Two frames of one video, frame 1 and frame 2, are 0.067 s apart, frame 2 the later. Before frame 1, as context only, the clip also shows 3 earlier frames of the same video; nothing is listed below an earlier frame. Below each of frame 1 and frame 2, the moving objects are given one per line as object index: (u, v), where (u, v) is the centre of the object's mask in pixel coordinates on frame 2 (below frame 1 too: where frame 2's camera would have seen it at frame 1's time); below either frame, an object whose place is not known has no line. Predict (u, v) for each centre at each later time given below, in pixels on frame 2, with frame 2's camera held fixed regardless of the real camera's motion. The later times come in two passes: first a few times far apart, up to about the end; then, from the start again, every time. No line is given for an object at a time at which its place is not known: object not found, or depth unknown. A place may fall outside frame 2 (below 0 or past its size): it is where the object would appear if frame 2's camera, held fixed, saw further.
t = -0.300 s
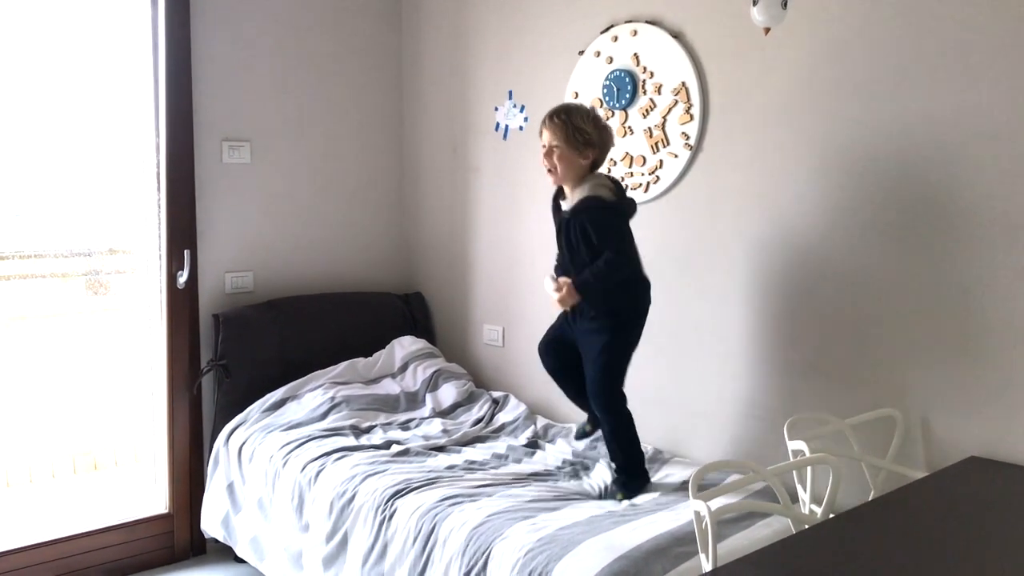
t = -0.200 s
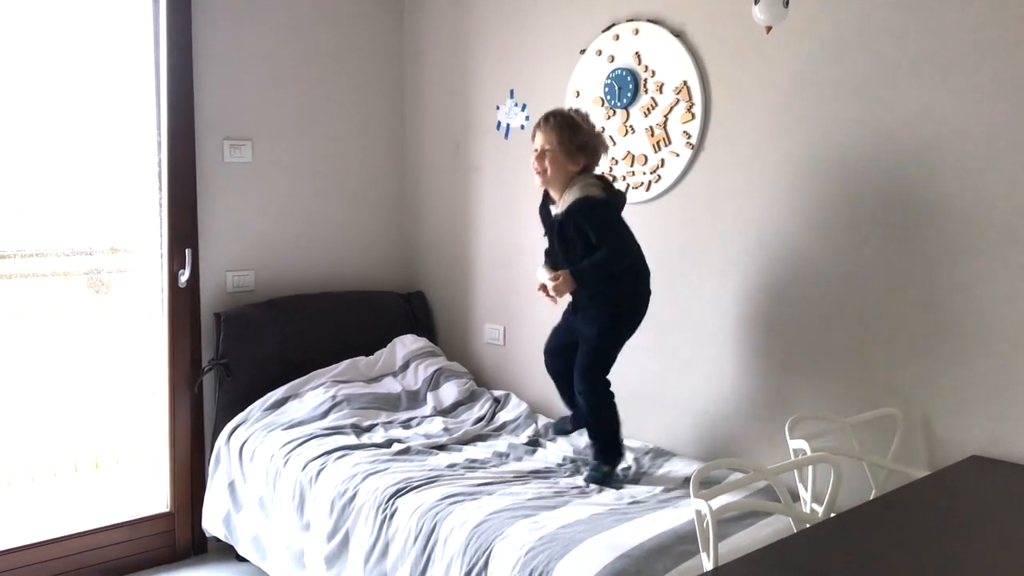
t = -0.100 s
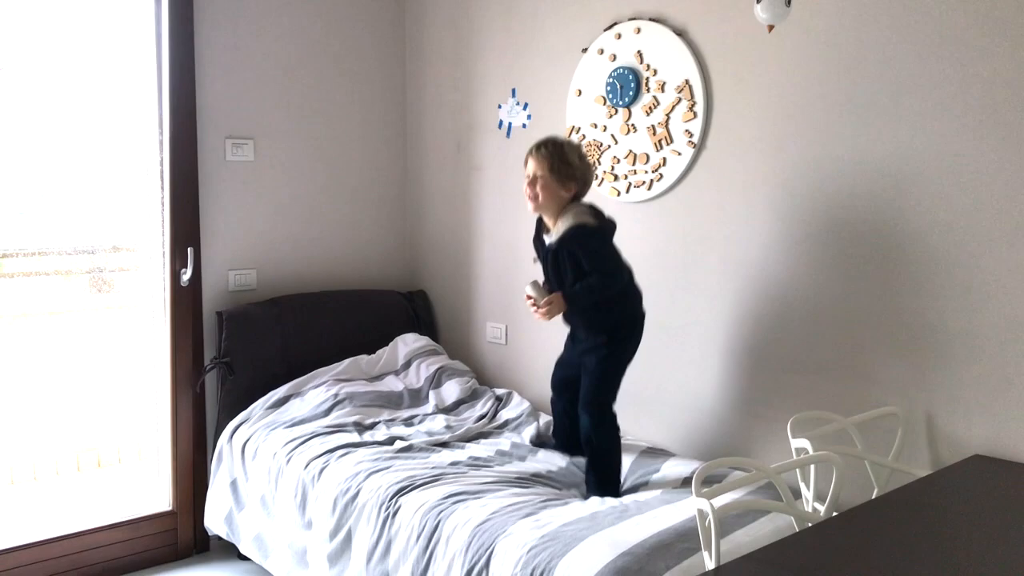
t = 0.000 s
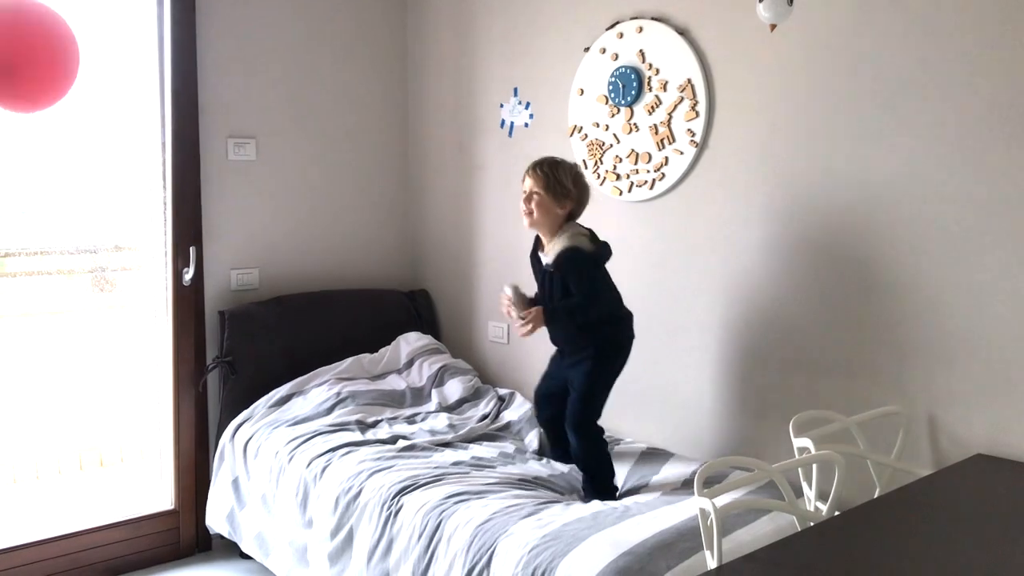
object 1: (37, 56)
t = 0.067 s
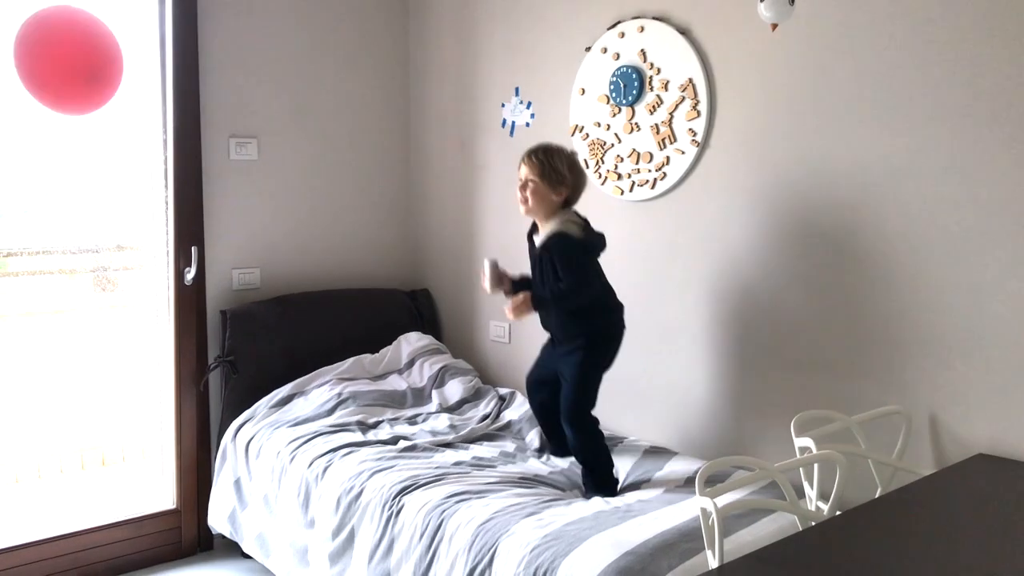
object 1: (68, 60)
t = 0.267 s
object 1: (144, 93)
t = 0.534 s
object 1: (201, 165)
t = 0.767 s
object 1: (241, 244)
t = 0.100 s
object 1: (85, 64)
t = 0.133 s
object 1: (99, 68)
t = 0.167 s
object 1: (111, 73)
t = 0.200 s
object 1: (123, 79)
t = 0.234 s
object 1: (134, 86)
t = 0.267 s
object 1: (144, 93)
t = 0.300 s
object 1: (153, 100)
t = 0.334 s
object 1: (161, 107)
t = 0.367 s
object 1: (169, 115)
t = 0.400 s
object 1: (175, 124)
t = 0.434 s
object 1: (182, 134)
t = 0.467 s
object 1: (188, 144)
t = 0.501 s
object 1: (194, 154)
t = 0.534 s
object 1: (201, 165)
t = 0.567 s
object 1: (208, 176)
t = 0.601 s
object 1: (214, 186)
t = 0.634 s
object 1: (219, 198)
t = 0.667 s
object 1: (225, 209)
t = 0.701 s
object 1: (230, 221)
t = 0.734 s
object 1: (236, 232)
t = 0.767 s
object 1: (241, 244)
